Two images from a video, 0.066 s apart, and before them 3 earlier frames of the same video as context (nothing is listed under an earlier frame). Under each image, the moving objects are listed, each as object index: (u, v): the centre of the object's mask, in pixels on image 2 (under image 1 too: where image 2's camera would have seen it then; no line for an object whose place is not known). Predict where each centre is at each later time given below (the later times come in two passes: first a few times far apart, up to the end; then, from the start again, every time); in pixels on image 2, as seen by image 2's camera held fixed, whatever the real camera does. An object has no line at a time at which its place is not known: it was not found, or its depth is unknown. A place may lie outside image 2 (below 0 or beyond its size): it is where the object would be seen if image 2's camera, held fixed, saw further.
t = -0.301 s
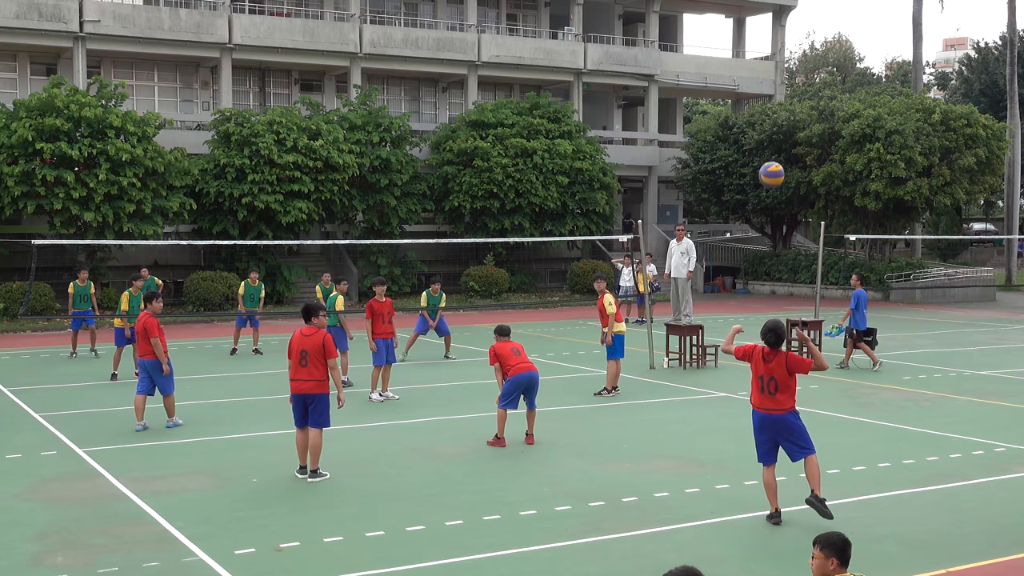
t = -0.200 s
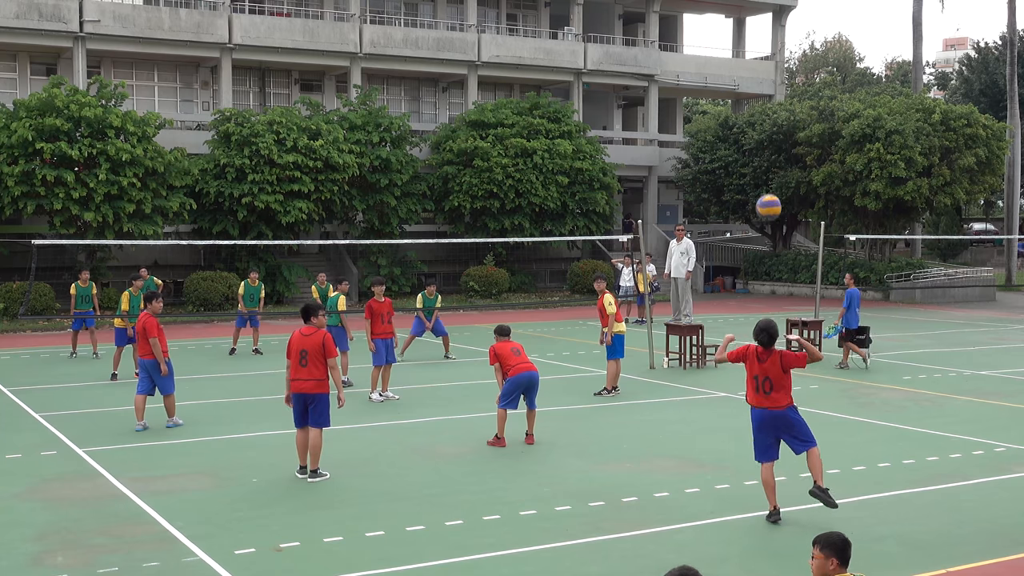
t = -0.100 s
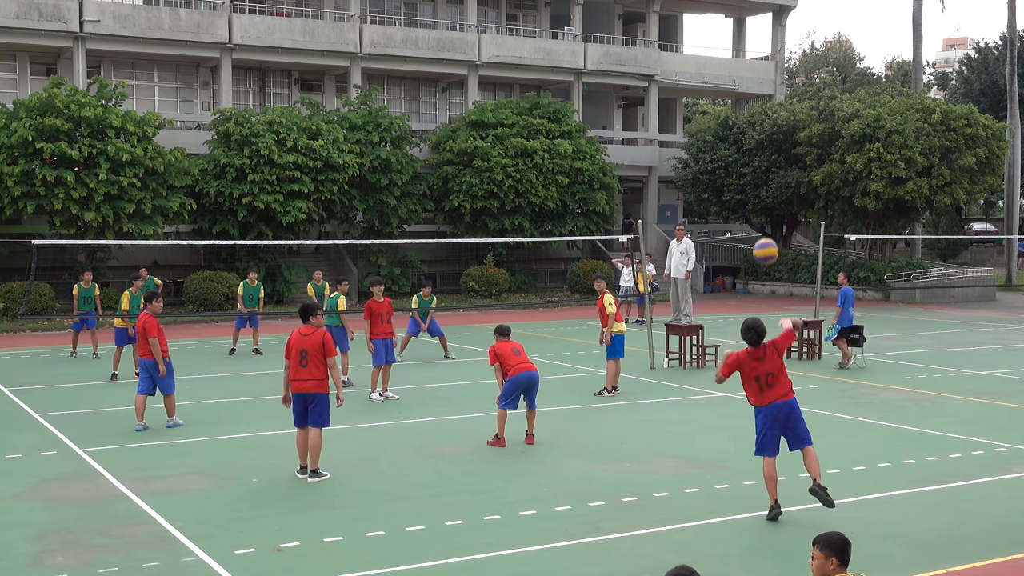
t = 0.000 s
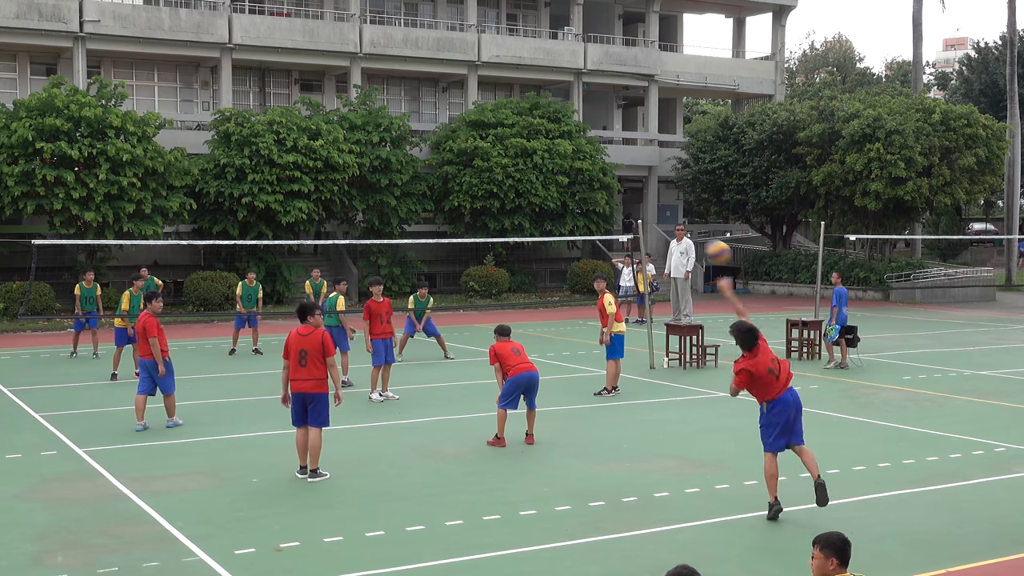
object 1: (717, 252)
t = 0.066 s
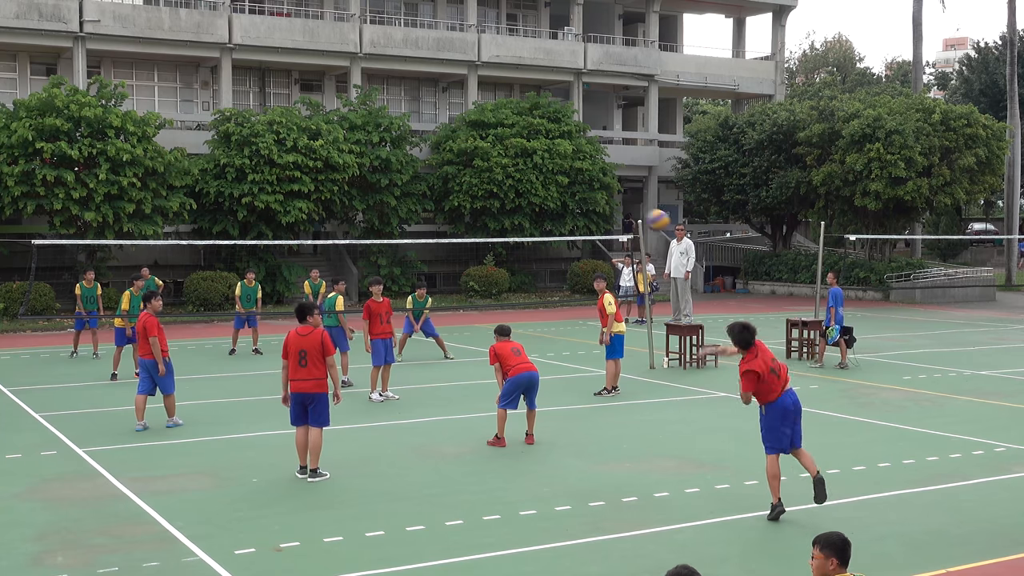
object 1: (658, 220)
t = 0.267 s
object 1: (525, 167)
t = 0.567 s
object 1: (407, 172)
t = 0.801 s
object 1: (347, 205)
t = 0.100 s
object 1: (631, 206)
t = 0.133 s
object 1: (606, 196)
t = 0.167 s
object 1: (583, 186)
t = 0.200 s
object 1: (563, 178)
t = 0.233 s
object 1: (543, 172)
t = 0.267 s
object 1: (525, 167)
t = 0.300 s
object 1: (508, 165)
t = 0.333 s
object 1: (492, 163)
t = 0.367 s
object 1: (477, 162)
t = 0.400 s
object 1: (464, 161)
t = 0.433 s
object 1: (452, 162)
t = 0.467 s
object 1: (440, 164)
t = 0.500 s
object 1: (428, 166)
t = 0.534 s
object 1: (417, 168)
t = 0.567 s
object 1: (407, 172)
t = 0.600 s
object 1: (397, 175)
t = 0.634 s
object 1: (387, 179)
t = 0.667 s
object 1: (378, 183)
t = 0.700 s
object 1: (370, 188)
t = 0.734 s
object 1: (362, 193)
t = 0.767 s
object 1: (355, 198)
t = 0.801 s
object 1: (347, 205)
